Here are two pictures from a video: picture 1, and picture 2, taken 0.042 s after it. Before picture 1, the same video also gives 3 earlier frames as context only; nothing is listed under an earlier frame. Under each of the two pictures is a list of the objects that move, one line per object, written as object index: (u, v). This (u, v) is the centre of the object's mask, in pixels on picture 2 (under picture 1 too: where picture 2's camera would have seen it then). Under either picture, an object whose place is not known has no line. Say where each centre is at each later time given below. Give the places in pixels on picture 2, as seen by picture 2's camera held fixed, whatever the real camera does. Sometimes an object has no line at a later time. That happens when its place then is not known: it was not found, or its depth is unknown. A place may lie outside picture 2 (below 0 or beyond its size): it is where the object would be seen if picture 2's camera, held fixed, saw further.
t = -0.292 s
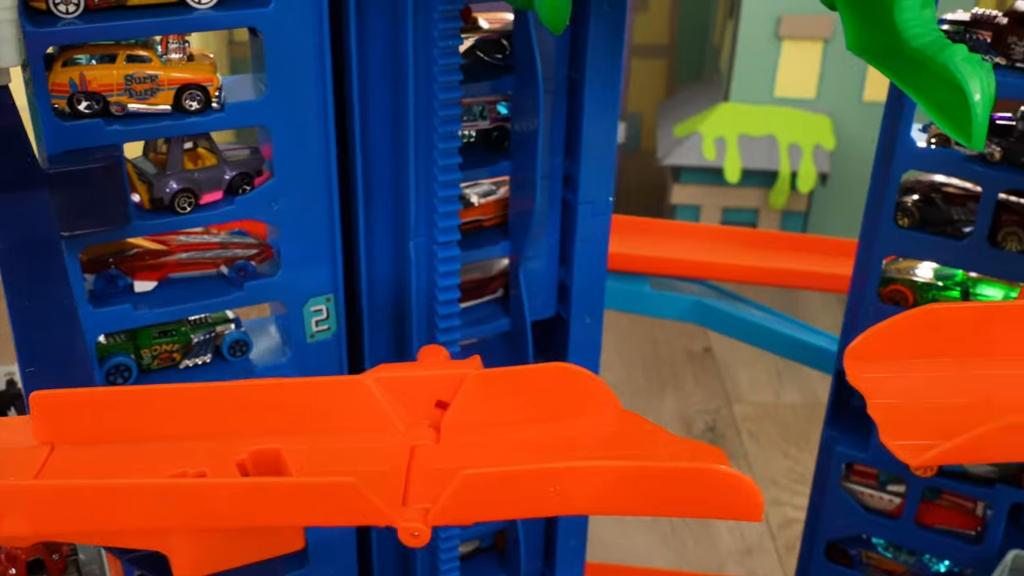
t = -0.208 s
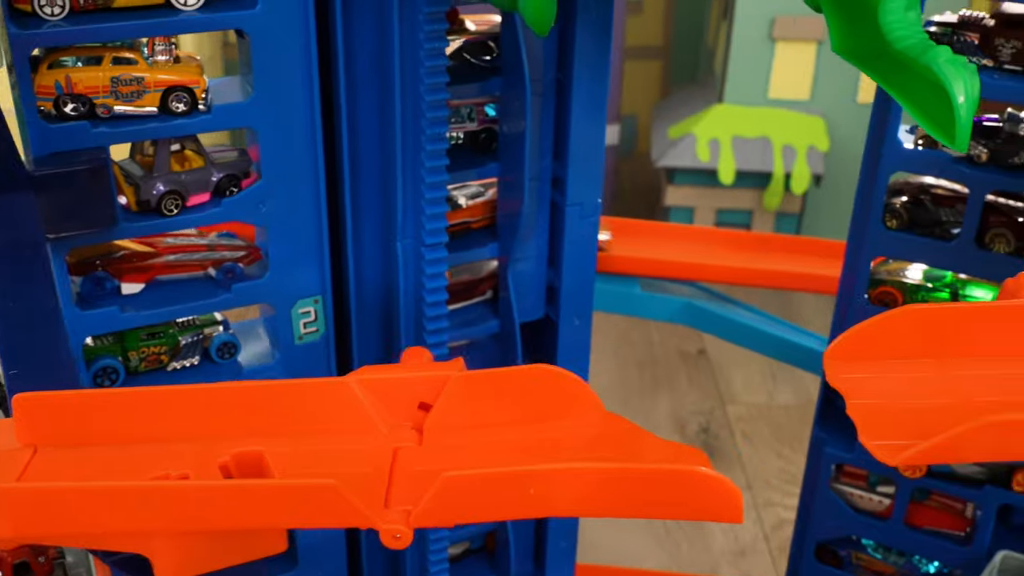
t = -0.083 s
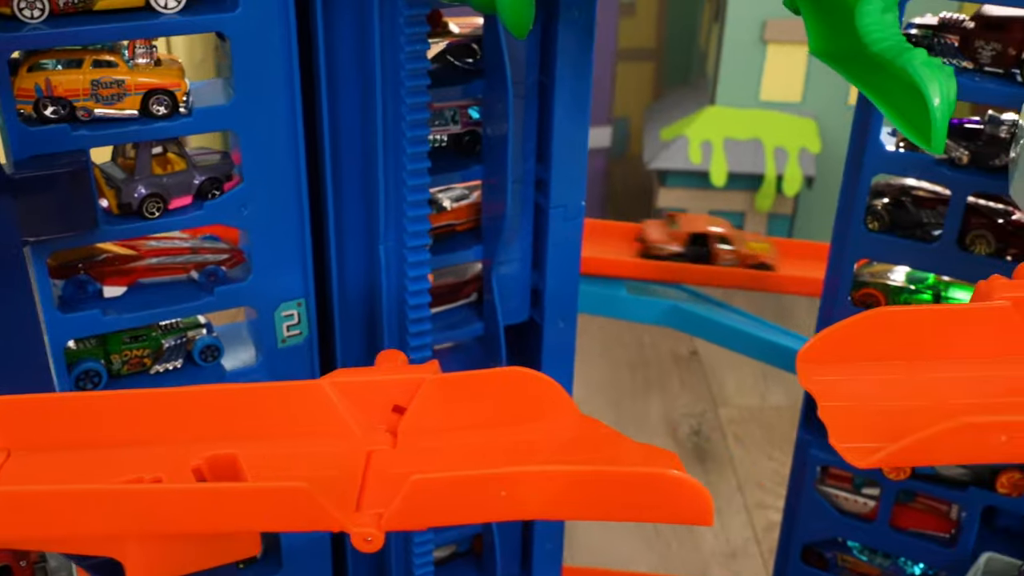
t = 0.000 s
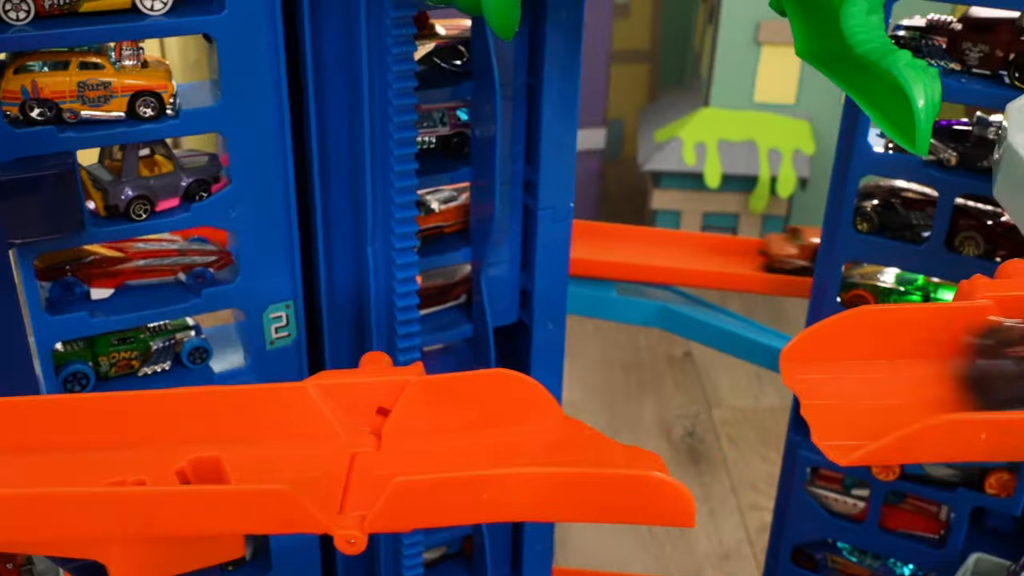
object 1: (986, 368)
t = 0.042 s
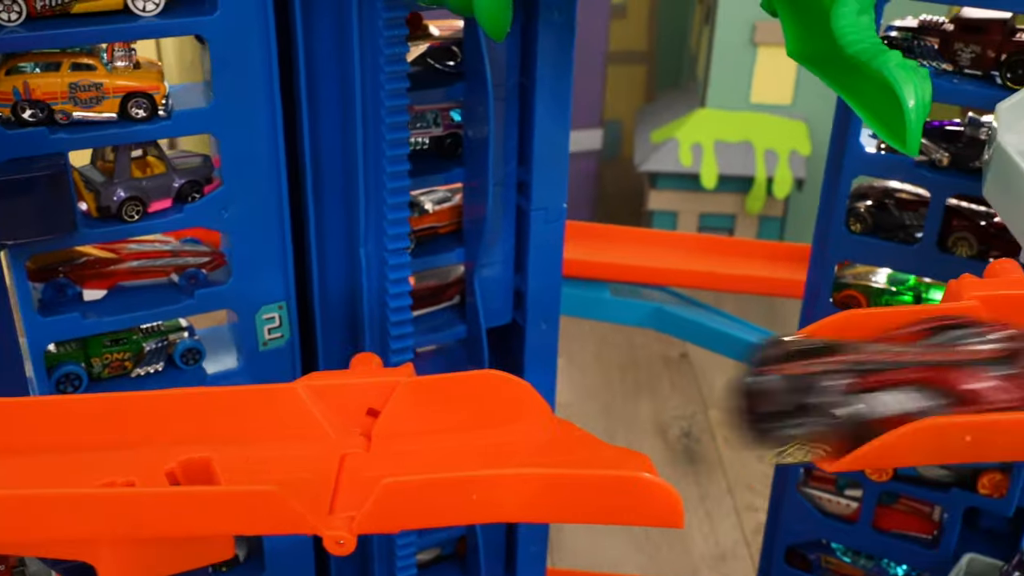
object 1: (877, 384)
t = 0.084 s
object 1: (771, 402)
